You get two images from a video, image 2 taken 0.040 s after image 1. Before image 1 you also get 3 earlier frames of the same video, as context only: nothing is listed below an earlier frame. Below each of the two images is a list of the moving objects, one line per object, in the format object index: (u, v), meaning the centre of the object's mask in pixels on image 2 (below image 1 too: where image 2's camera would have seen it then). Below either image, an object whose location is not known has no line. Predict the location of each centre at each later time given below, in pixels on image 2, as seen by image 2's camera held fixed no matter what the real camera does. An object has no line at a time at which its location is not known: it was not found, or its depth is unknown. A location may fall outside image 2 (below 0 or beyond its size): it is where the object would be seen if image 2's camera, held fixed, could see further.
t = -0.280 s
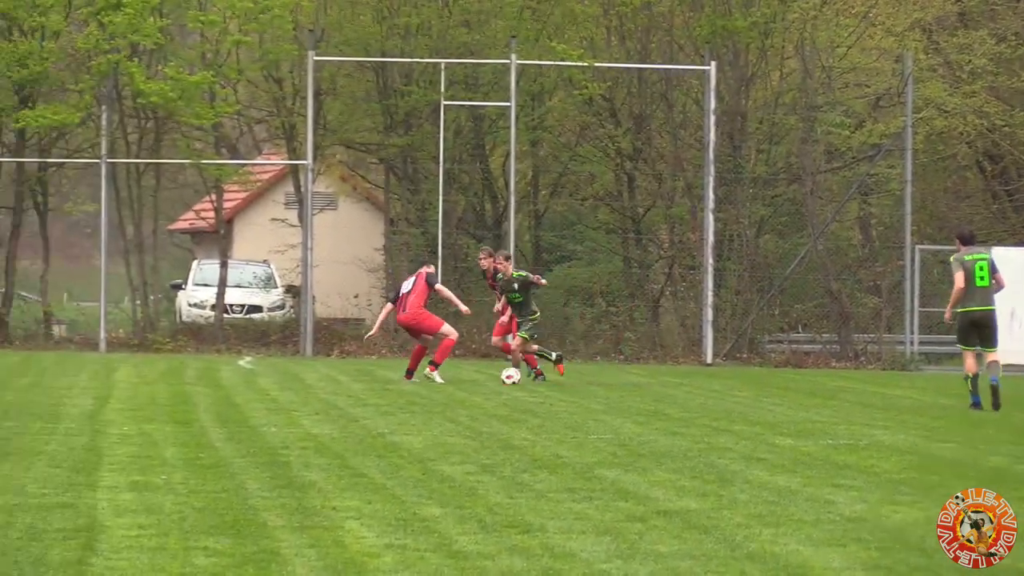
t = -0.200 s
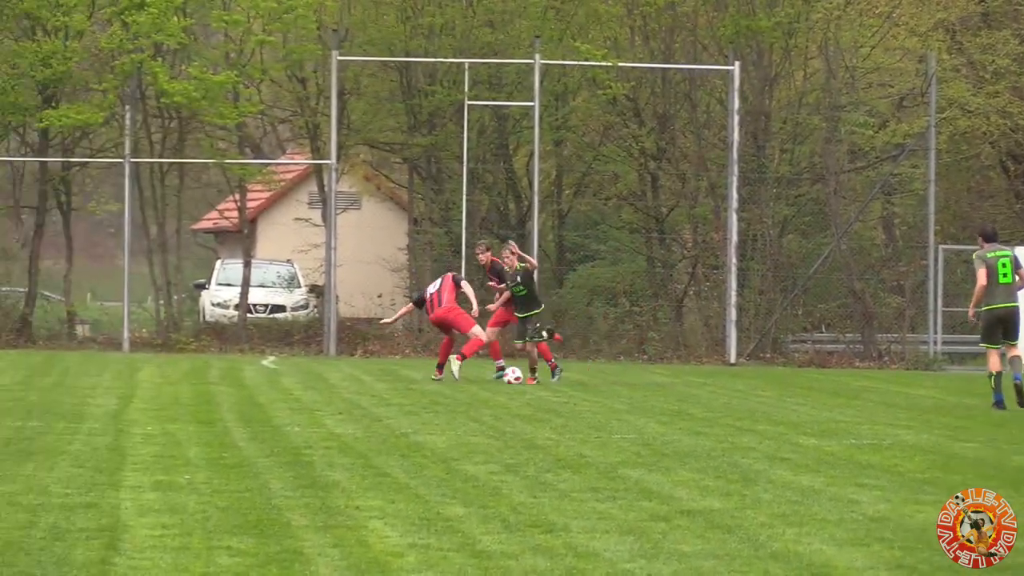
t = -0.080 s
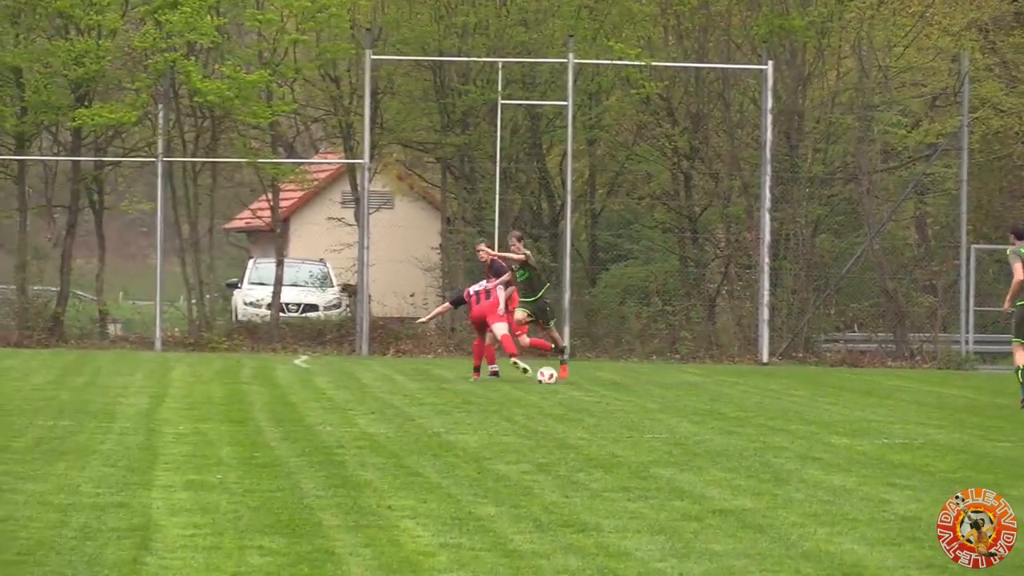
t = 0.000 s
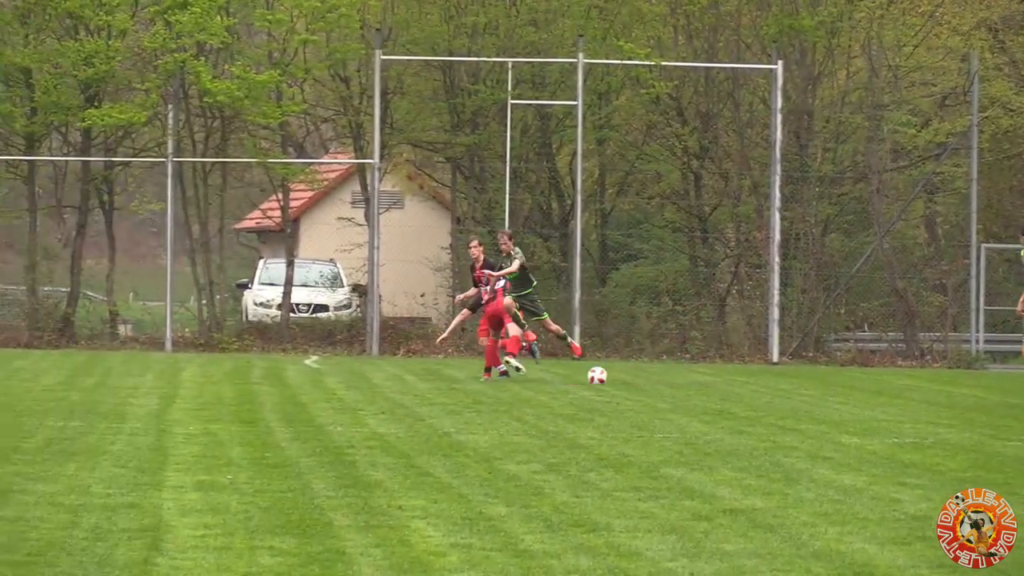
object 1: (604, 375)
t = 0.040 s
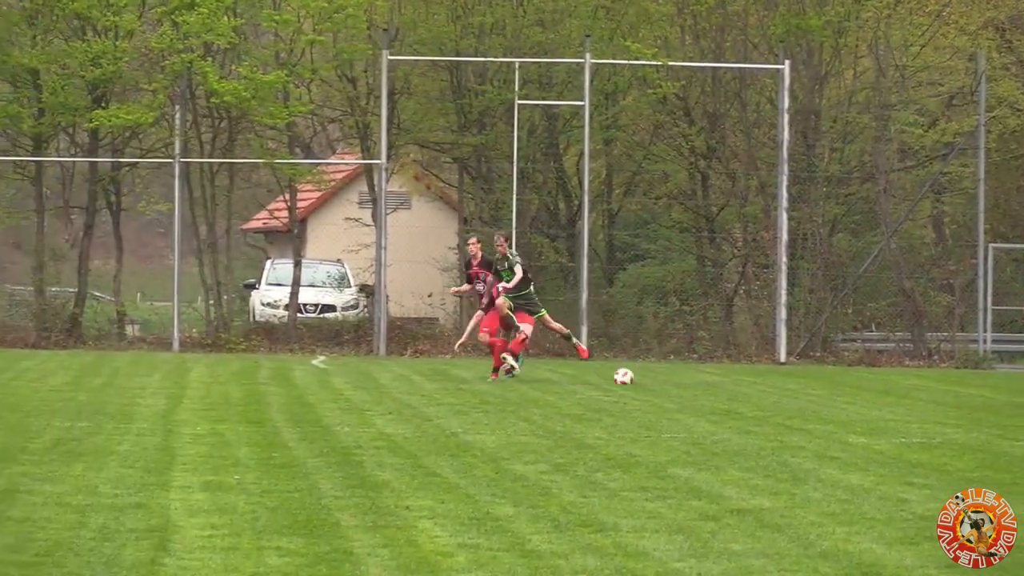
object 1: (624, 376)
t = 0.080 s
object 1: (641, 376)
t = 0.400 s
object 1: (753, 377)
